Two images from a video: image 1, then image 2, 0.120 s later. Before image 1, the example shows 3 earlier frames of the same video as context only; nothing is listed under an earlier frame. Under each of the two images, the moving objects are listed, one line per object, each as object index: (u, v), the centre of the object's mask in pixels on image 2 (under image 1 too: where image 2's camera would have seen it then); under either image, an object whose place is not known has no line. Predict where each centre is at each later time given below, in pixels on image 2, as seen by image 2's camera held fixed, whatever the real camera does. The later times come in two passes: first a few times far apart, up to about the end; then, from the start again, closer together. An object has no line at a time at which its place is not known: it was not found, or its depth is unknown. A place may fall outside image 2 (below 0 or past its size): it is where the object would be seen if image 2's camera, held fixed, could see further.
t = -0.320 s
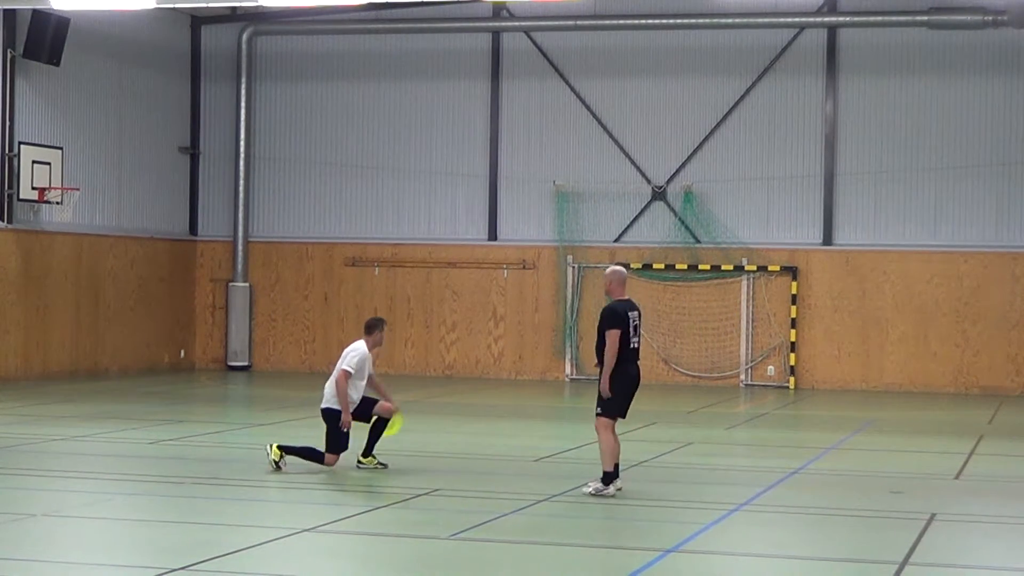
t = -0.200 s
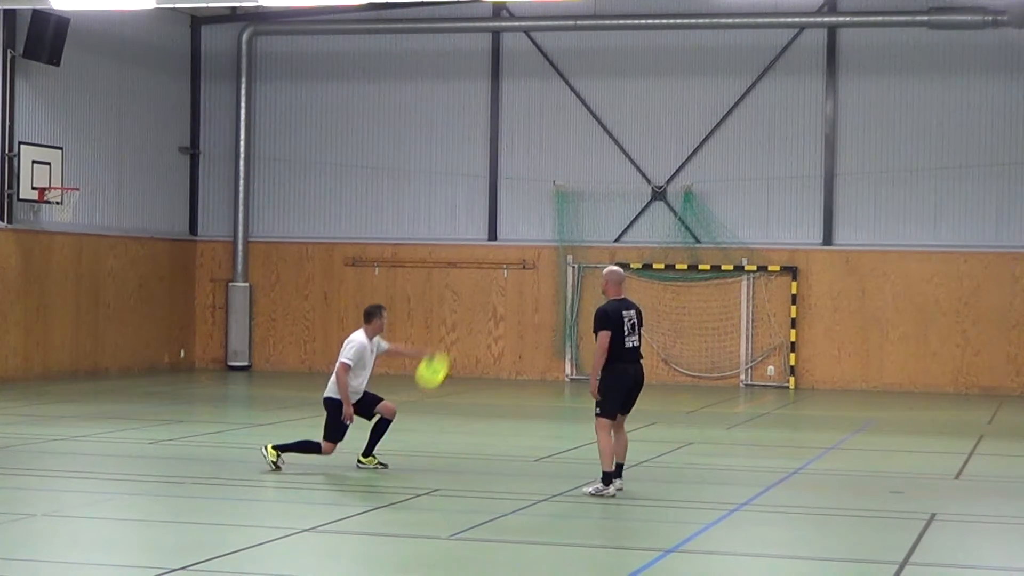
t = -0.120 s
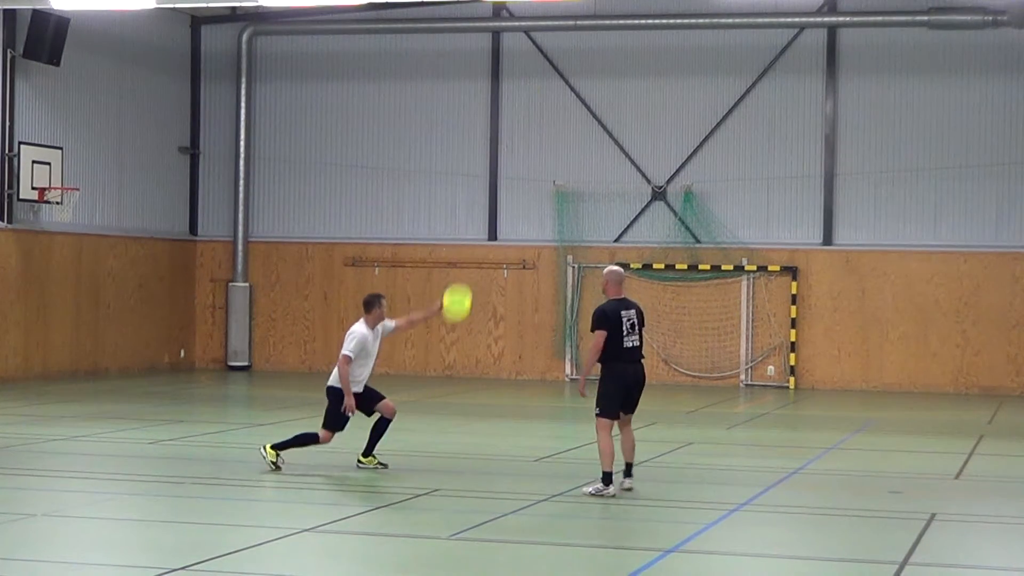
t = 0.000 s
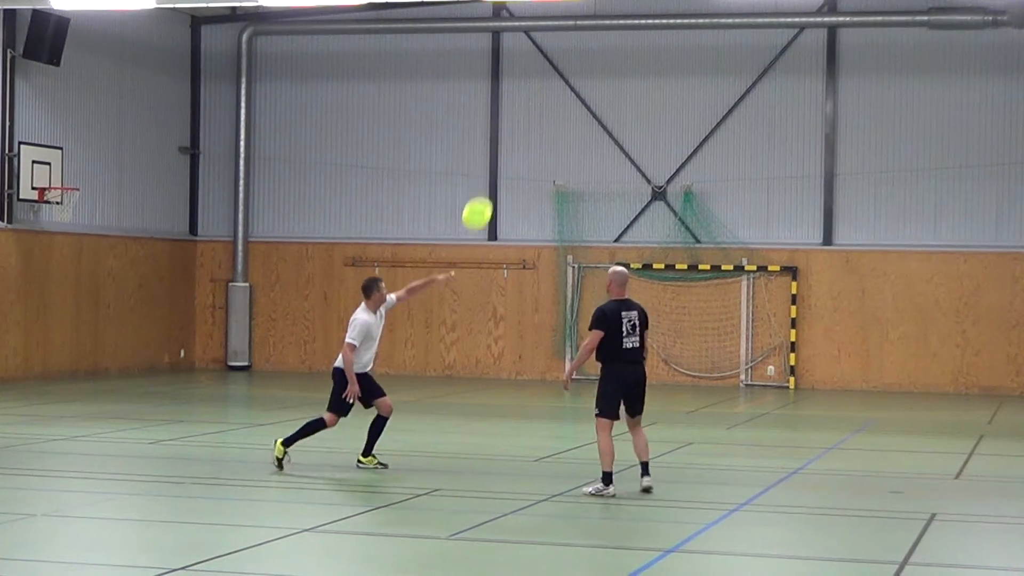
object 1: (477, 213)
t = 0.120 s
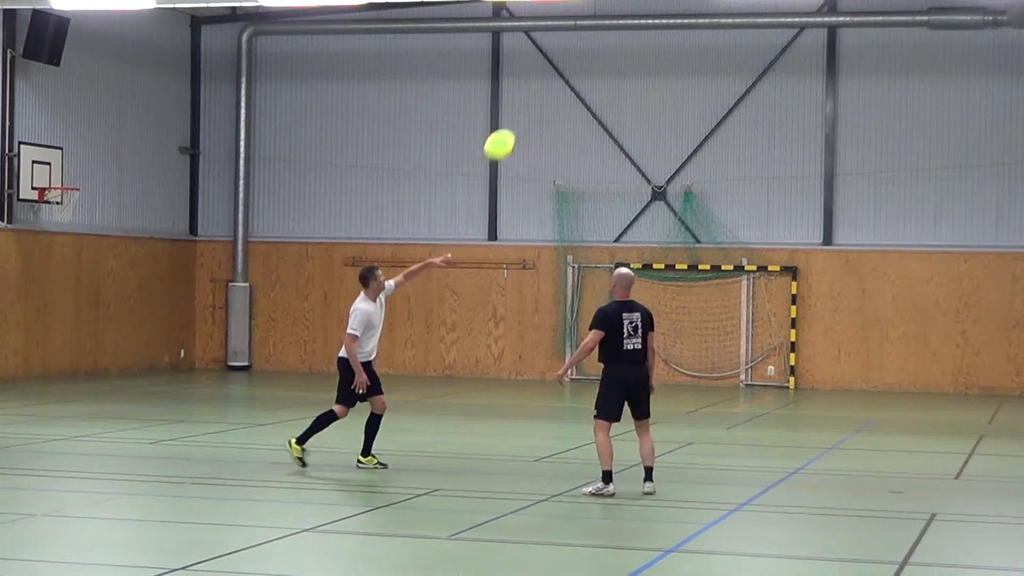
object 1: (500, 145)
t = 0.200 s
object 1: (515, 108)
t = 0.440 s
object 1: (559, 44)
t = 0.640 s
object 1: (595, 37)
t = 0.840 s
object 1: (629, 70)
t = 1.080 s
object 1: (663, 158)
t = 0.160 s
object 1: (507, 125)
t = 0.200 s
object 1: (515, 108)
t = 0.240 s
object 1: (522, 93)
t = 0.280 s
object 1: (530, 79)
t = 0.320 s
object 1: (537, 68)
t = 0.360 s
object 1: (545, 58)
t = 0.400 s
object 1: (552, 50)
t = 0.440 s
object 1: (559, 44)
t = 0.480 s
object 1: (567, 39)
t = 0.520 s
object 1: (574, 36)
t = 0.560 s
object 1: (581, 35)
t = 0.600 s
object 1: (588, 35)
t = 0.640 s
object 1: (595, 37)
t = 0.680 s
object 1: (602, 40)
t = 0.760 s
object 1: (616, 52)
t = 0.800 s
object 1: (622, 60)
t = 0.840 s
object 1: (629, 70)
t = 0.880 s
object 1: (635, 81)
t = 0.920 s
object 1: (641, 93)
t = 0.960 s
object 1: (647, 107)
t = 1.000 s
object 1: (653, 122)
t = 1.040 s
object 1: (658, 140)
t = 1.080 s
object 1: (663, 158)
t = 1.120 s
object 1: (668, 178)
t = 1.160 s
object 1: (673, 198)
